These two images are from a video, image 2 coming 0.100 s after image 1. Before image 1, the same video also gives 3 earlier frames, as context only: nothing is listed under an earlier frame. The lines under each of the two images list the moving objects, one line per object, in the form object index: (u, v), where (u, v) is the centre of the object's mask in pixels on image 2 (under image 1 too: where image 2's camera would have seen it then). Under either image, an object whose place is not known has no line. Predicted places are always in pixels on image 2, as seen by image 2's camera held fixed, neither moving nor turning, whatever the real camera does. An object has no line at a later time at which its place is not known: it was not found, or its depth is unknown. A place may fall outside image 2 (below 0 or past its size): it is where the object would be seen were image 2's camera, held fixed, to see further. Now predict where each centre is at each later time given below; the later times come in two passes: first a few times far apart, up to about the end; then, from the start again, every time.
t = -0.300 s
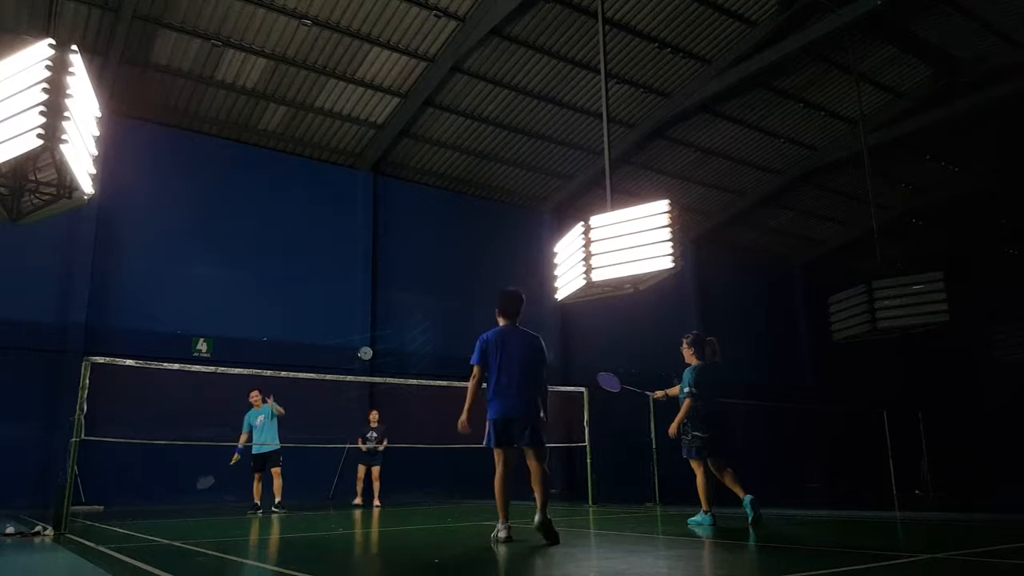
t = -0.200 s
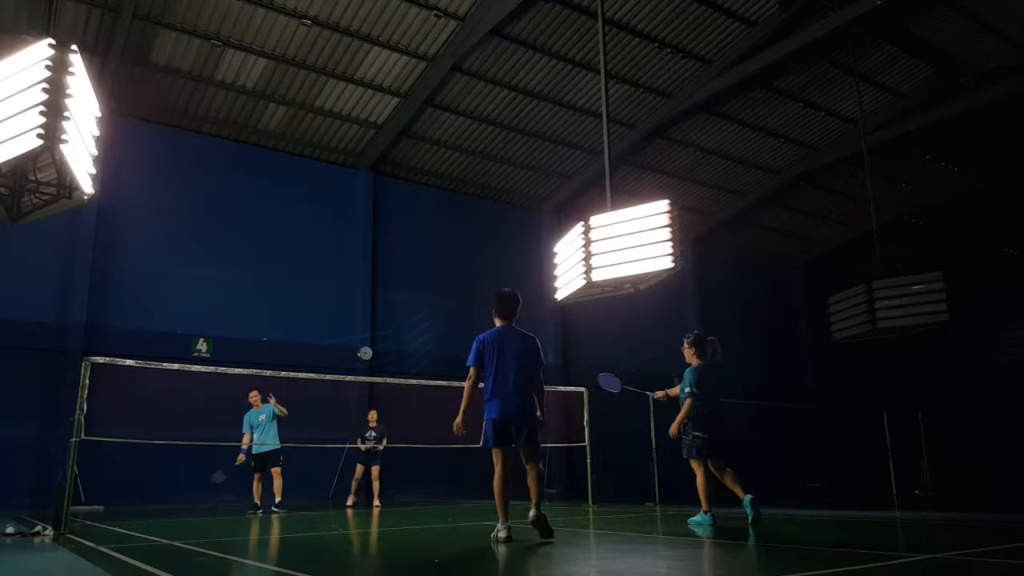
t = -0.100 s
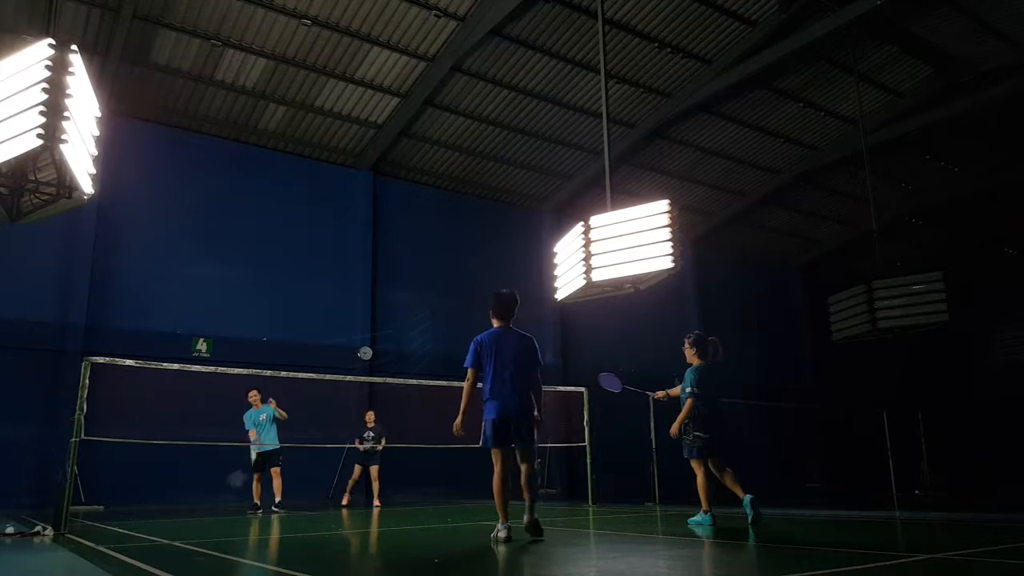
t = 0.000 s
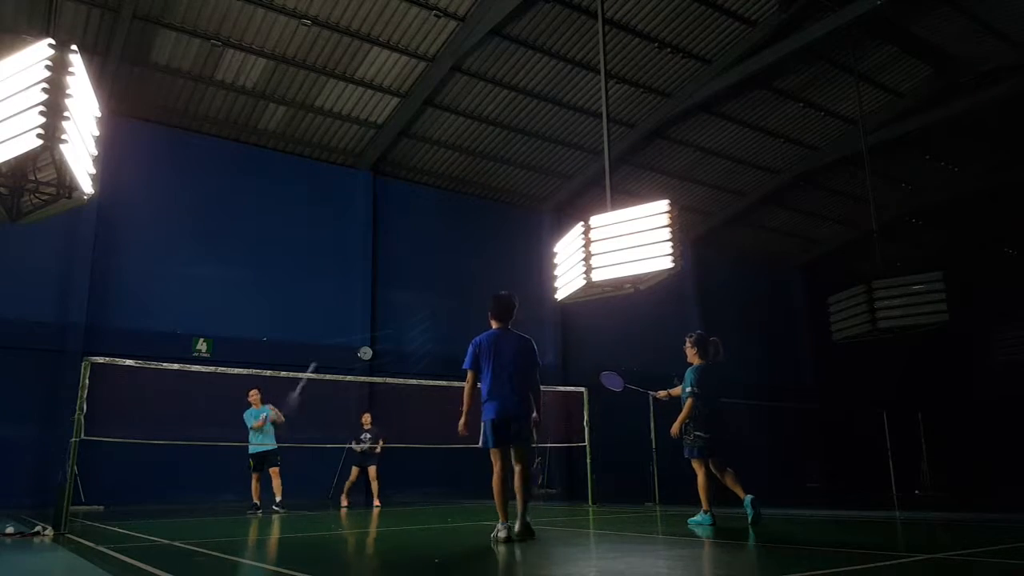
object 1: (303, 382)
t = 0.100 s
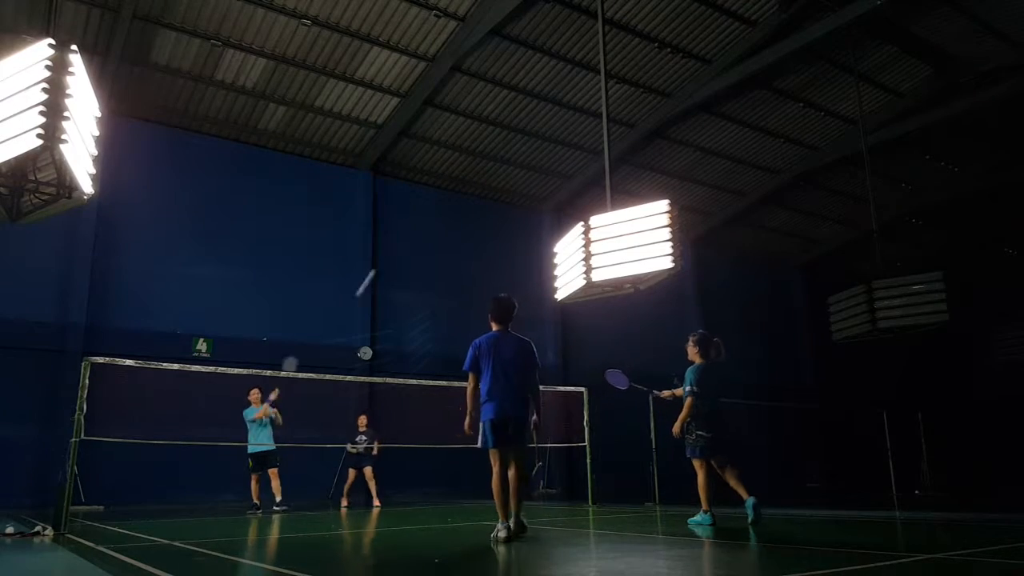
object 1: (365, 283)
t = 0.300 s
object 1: (453, 158)
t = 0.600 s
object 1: (555, 60)
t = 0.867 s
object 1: (636, 37)
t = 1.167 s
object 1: (726, 89)
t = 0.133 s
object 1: (382, 257)
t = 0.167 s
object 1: (398, 233)
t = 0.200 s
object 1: (413, 212)
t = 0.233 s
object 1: (427, 192)
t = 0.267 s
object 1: (440, 174)
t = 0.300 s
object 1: (453, 158)
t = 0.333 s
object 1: (466, 142)
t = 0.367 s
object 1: (478, 128)
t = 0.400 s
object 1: (490, 114)
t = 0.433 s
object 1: (501, 104)
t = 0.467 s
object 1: (512, 93)
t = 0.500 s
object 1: (523, 83)
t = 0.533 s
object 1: (534, 74)
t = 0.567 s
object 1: (545, 66)
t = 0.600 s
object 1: (555, 60)
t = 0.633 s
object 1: (565, 54)
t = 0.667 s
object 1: (575, 49)
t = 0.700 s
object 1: (586, 44)
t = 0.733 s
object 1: (596, 42)
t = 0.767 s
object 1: (606, 39)
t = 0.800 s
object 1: (616, 37)
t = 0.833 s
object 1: (626, 37)
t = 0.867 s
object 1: (636, 37)
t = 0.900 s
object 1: (646, 39)
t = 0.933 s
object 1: (656, 42)
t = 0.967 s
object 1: (666, 45)
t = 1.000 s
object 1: (676, 50)
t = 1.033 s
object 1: (686, 55)
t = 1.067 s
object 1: (696, 62)
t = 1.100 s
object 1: (706, 70)
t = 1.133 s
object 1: (716, 79)
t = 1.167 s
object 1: (726, 89)
